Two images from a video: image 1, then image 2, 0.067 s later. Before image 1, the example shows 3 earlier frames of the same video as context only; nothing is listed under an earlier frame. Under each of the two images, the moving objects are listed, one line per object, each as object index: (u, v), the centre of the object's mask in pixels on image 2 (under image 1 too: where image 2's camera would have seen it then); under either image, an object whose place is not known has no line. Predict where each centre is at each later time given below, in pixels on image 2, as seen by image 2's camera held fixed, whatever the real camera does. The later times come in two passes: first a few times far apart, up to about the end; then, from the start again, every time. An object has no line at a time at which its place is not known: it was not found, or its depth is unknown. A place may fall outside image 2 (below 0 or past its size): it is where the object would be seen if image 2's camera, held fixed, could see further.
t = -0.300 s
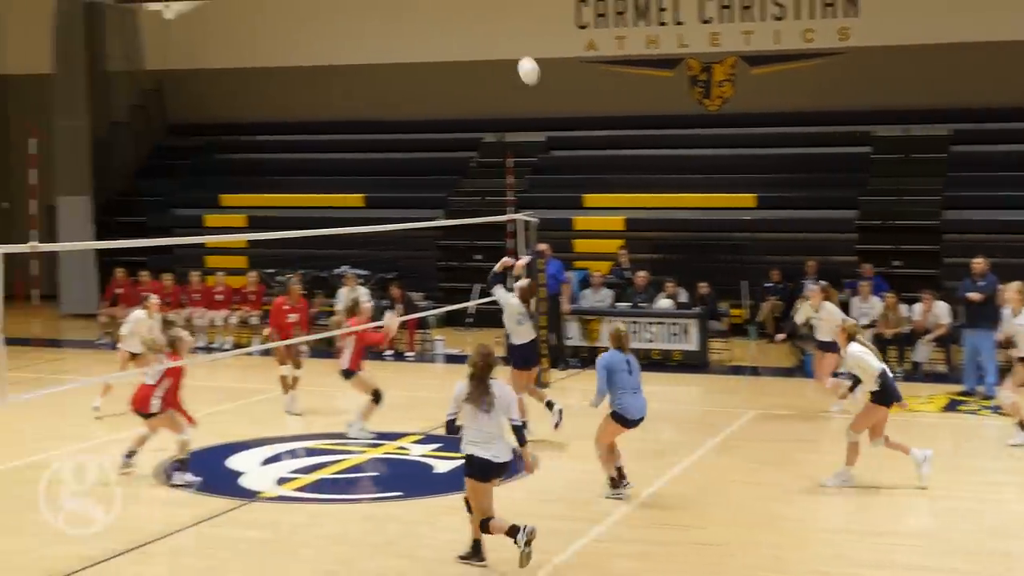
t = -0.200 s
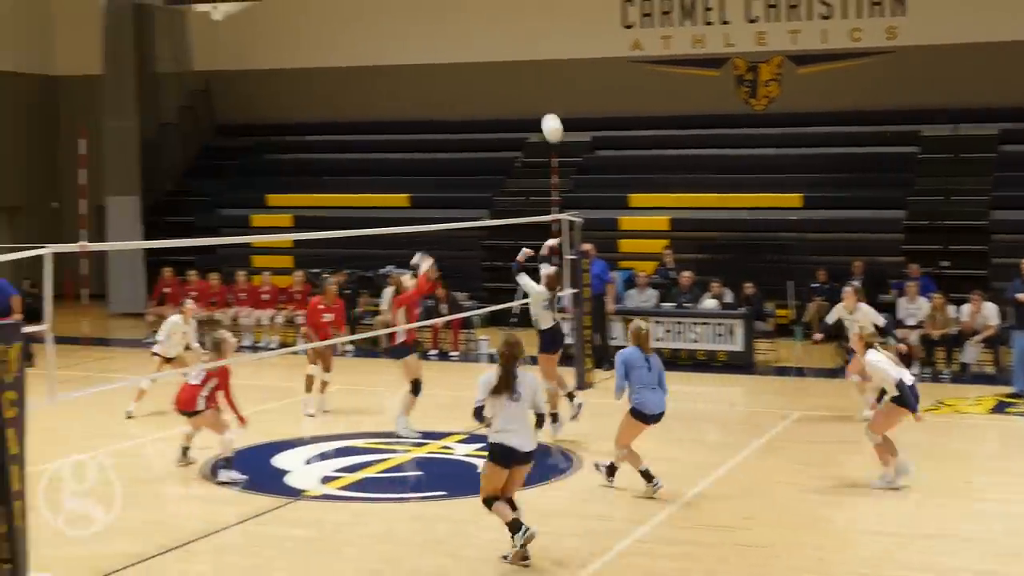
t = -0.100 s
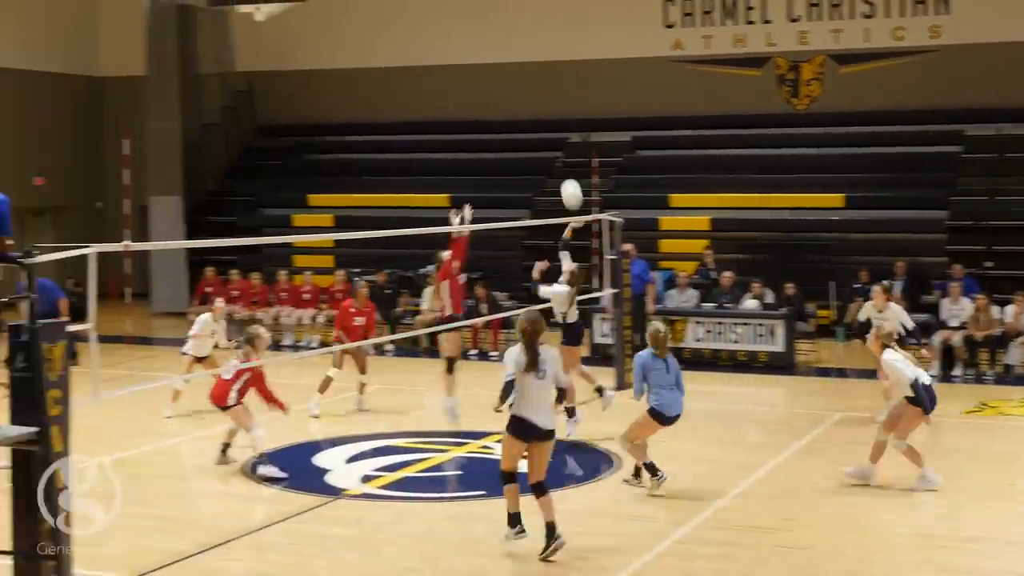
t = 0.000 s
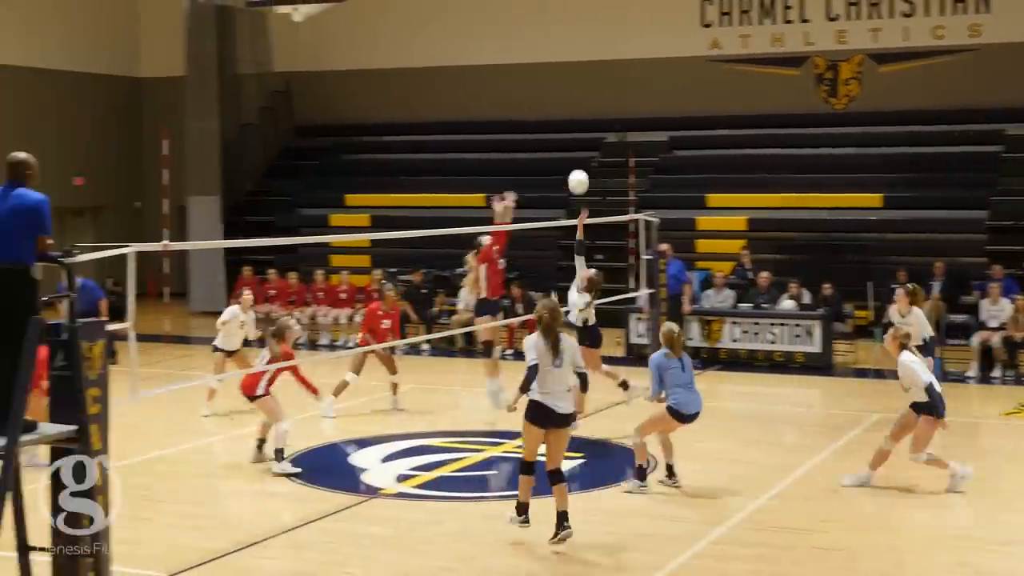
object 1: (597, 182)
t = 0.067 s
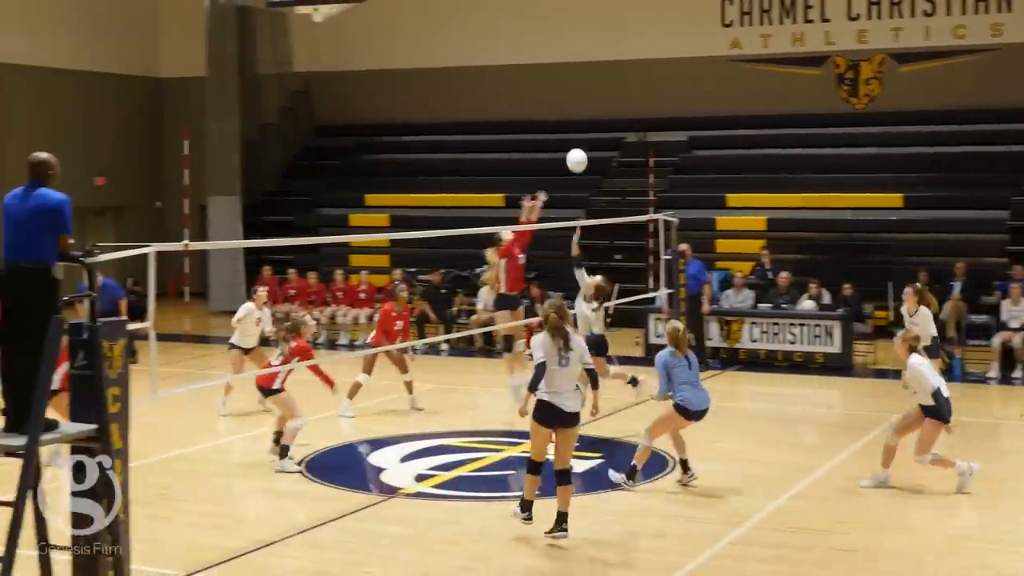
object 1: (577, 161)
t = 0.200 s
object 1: (535, 130)
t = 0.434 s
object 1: (462, 117)
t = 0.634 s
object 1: (400, 150)
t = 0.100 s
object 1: (566, 152)
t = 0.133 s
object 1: (556, 143)
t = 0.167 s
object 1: (546, 136)
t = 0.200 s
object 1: (535, 130)
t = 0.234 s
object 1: (525, 125)
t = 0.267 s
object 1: (514, 121)
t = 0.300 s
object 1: (504, 118)
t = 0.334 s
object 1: (493, 116)
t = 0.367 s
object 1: (483, 115)
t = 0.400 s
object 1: (473, 116)
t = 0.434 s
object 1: (462, 117)
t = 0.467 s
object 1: (452, 120)
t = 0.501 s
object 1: (441, 124)
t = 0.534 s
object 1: (431, 129)
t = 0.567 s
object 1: (420, 135)
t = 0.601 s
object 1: (410, 142)
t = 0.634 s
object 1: (400, 150)
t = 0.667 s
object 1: (389, 160)
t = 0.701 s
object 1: (379, 170)
